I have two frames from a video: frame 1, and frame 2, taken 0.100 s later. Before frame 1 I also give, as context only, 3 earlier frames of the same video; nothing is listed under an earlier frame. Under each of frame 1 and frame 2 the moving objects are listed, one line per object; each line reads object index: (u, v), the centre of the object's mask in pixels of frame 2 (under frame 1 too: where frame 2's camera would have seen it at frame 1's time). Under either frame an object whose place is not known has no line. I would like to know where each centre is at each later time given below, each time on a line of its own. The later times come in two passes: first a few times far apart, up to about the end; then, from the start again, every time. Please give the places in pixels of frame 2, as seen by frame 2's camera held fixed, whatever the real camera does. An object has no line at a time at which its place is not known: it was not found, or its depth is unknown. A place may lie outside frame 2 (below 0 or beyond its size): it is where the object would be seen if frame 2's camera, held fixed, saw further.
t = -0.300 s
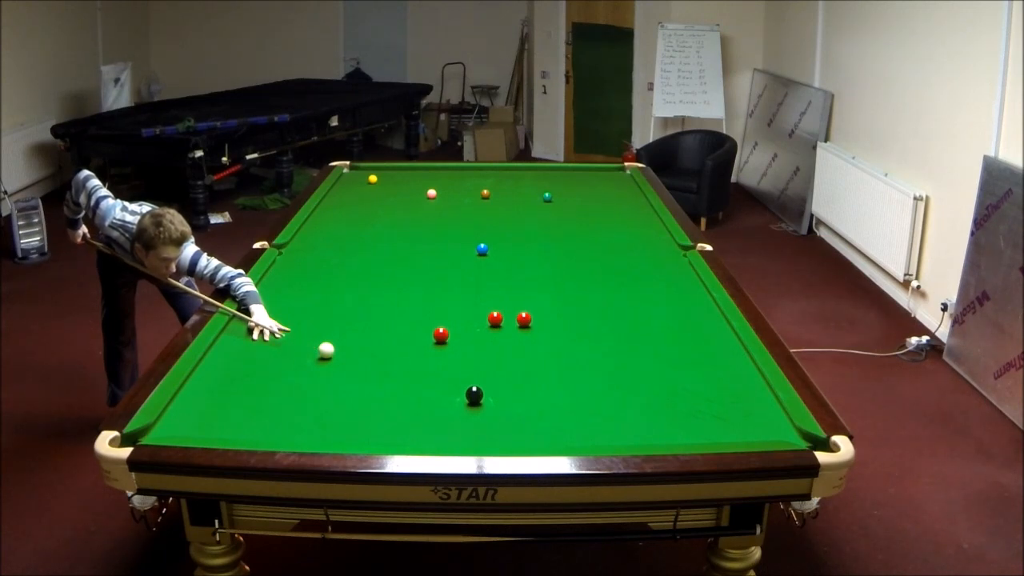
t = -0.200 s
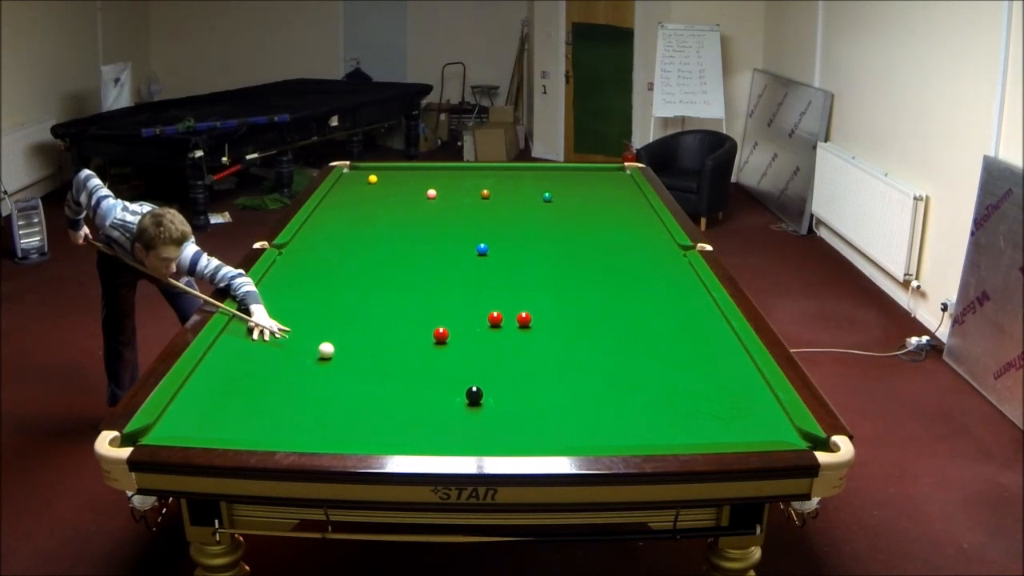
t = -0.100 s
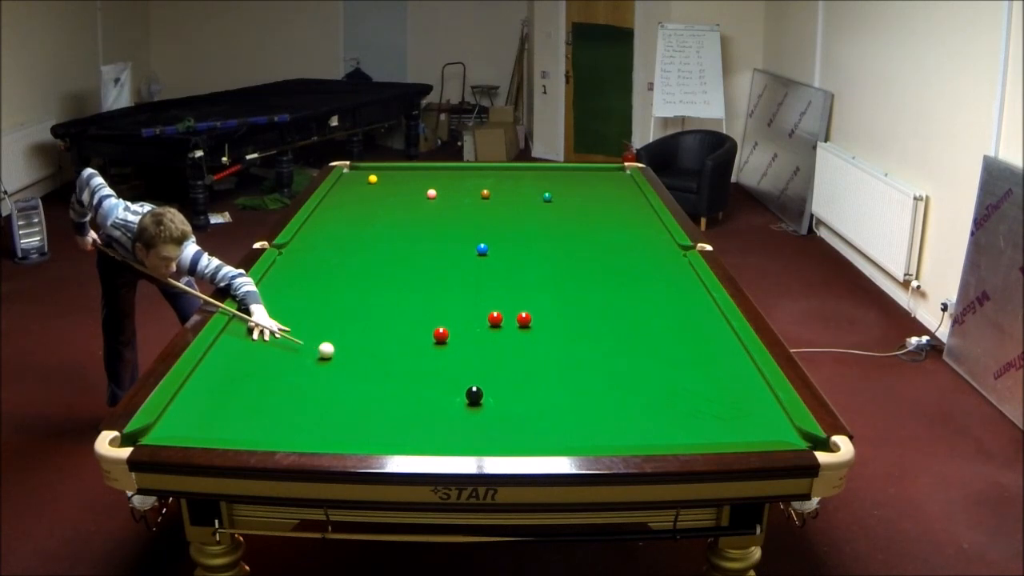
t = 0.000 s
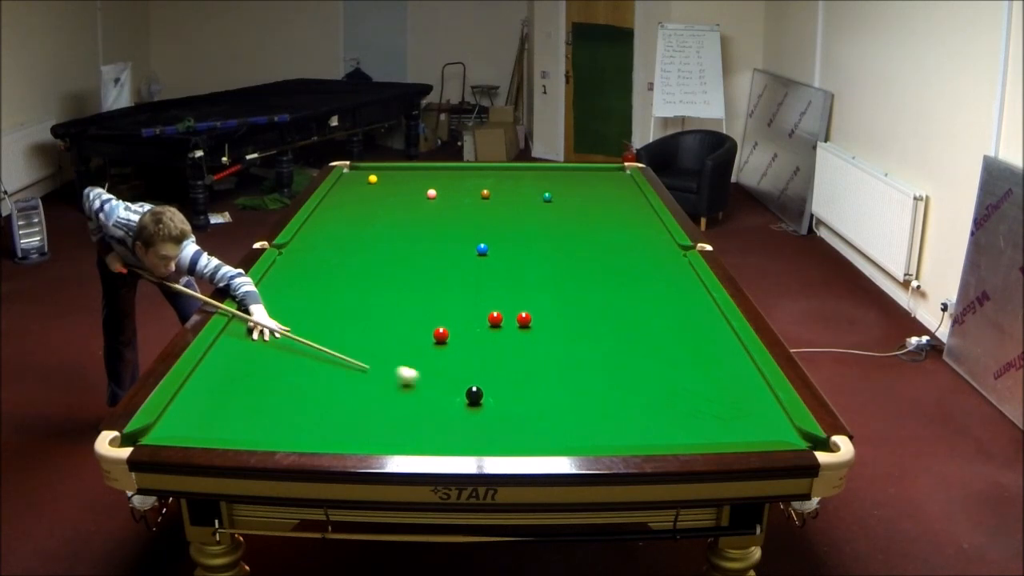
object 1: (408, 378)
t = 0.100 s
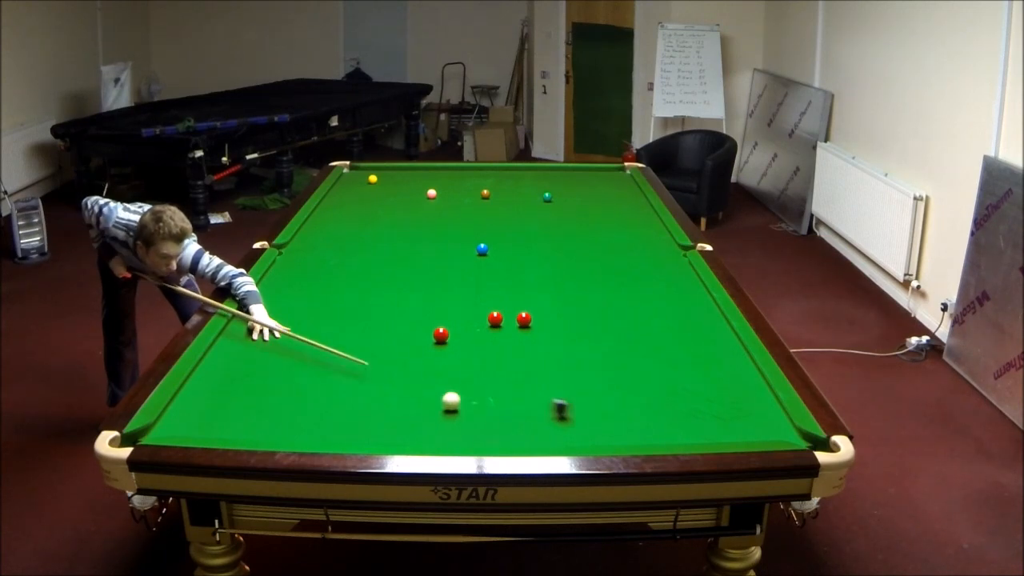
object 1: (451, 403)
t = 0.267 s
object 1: (429, 424)
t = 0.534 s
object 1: (386, 435)
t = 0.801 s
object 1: (343, 419)
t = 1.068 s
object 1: (304, 402)
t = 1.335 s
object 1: (271, 387)
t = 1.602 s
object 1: (241, 373)
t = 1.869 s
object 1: (214, 361)
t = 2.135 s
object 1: (230, 352)
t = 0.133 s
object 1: (447, 407)
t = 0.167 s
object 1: (443, 412)
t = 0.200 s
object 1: (439, 416)
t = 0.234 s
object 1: (434, 421)
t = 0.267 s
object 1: (429, 424)
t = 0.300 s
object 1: (424, 428)
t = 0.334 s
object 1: (419, 432)
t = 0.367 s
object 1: (414, 434)
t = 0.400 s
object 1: (409, 436)
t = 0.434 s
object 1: (404, 438)
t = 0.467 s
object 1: (398, 439)
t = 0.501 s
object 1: (392, 437)
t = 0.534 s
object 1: (386, 435)
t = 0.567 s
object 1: (380, 434)
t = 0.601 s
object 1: (375, 433)
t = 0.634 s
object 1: (369, 431)
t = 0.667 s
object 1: (364, 428)
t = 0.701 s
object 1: (359, 426)
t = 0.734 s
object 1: (353, 424)
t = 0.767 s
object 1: (348, 422)
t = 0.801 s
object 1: (343, 419)
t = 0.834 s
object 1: (338, 417)
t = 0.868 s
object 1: (333, 415)
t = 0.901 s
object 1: (328, 413)
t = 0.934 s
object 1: (323, 411)
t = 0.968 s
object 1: (318, 409)
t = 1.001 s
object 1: (314, 407)
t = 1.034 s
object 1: (309, 404)
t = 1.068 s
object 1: (304, 402)
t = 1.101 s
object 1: (300, 400)
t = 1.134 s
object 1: (296, 398)
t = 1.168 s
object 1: (291, 397)
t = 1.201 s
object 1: (287, 394)
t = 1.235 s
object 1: (283, 393)
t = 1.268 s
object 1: (278, 391)
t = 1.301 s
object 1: (274, 389)
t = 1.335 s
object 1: (271, 387)
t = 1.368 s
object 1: (267, 385)
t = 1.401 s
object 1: (263, 384)
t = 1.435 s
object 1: (259, 382)
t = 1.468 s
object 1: (255, 380)
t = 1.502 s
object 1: (251, 379)
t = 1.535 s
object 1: (248, 377)
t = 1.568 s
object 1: (244, 375)
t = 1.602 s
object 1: (241, 373)
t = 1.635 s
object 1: (237, 372)
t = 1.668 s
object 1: (234, 370)
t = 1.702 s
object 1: (231, 369)
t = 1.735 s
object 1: (227, 367)
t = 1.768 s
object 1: (224, 366)
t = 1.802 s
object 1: (221, 364)
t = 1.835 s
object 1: (218, 363)
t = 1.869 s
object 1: (214, 361)
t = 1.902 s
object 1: (211, 360)
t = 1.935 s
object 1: (208, 359)
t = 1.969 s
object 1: (212, 357)
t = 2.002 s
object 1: (215, 356)
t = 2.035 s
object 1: (219, 355)
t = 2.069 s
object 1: (223, 354)
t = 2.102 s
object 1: (226, 353)
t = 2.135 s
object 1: (230, 352)
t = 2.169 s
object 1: (233, 351)
